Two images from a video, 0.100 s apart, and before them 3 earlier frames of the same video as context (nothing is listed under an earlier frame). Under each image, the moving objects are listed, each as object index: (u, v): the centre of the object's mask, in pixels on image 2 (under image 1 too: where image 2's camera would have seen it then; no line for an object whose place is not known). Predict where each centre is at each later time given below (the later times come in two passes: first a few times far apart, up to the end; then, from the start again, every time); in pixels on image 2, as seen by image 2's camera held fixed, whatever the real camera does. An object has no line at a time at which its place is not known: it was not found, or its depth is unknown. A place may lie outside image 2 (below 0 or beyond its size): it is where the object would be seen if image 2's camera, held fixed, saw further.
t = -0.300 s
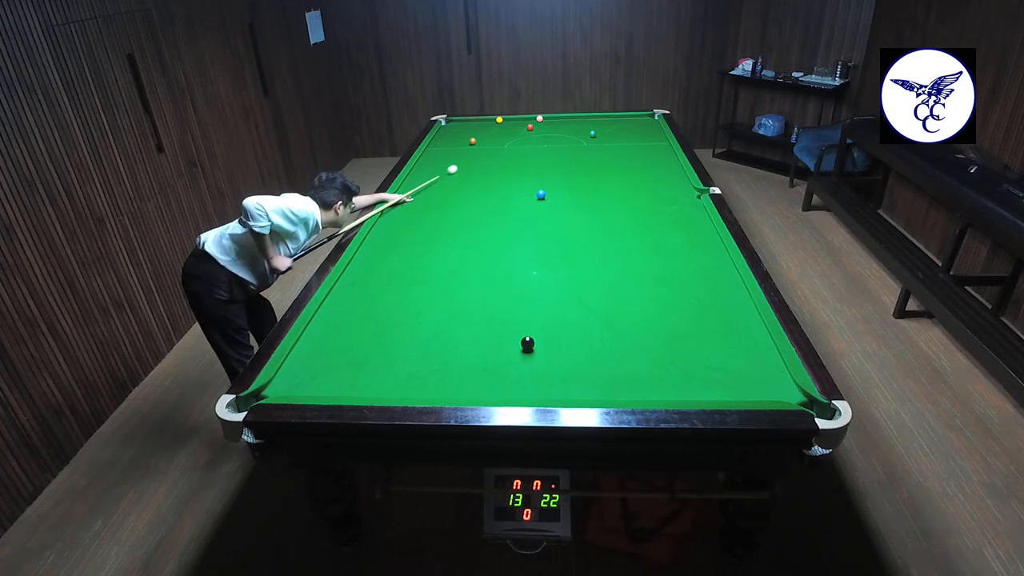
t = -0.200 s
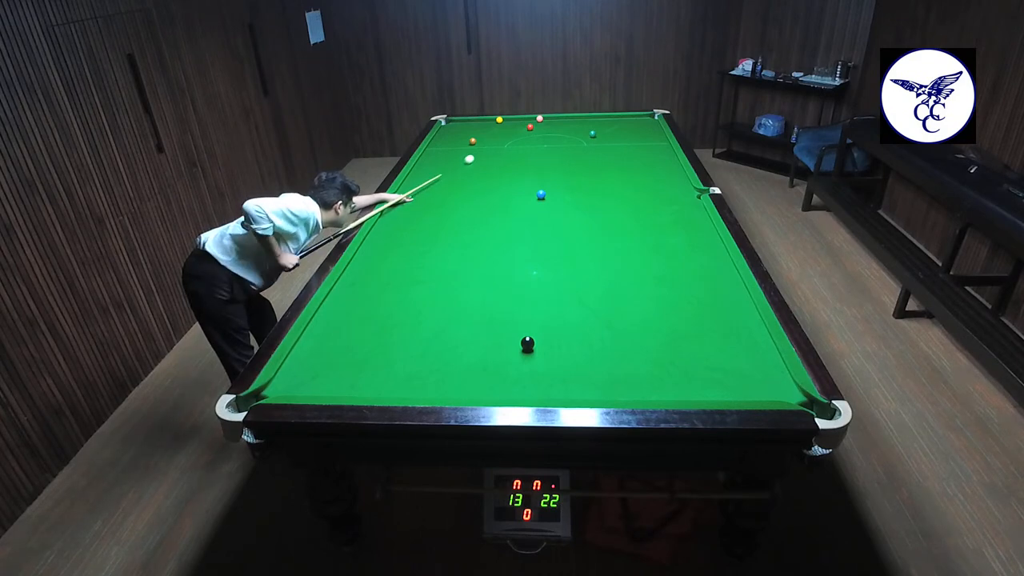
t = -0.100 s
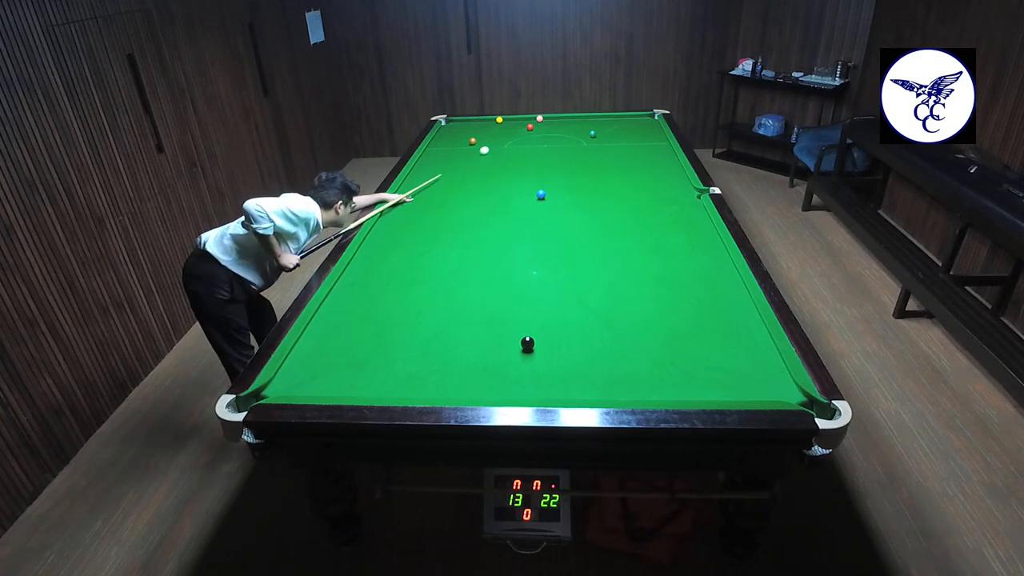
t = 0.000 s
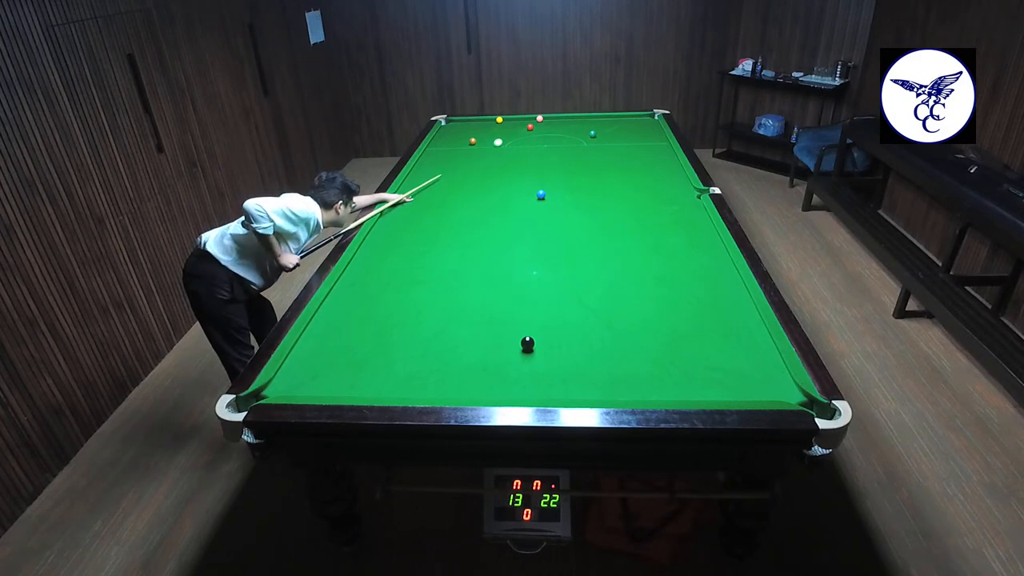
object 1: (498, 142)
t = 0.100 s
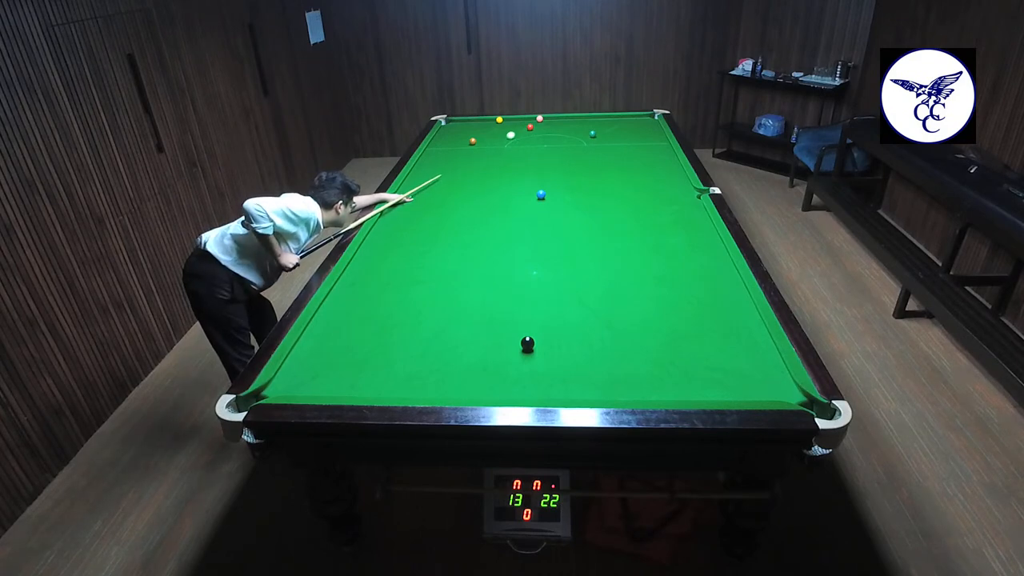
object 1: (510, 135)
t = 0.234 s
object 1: (522, 126)
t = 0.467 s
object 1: (520, 121)
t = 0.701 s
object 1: (515, 129)
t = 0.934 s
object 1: (511, 137)
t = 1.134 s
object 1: (506, 144)
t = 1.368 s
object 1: (501, 153)
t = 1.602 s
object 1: (496, 163)
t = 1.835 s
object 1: (490, 174)
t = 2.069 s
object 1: (485, 185)
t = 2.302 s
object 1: (478, 197)
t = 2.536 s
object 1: (471, 210)
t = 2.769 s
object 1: (464, 223)
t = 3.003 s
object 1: (456, 238)
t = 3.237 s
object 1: (448, 254)
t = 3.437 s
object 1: (441, 269)
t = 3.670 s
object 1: (432, 287)
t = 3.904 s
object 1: (422, 306)
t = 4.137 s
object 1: (412, 327)
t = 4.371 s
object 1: (401, 350)
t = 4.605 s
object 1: (389, 374)
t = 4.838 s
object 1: (382, 388)
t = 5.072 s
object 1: (387, 372)
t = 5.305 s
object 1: (393, 357)
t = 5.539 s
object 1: (398, 344)
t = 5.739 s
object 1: (402, 334)
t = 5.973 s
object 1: (406, 324)
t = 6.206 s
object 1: (410, 315)
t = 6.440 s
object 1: (413, 307)
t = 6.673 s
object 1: (416, 301)
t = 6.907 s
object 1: (419, 295)
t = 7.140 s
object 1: (422, 290)
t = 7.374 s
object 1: (424, 285)
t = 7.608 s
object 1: (425, 281)
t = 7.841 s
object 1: (426, 278)
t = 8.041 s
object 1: (427, 276)
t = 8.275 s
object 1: (428, 275)
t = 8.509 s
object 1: (428, 273)
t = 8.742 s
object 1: (429, 273)
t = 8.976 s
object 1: (429, 273)
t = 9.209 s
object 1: (429, 273)
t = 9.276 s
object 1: (429, 273)
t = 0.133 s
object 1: (514, 133)
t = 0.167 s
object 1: (518, 130)
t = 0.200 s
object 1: (522, 128)
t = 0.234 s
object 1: (522, 126)
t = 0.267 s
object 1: (521, 125)
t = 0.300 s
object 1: (521, 123)
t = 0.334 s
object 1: (521, 122)
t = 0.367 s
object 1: (521, 120)
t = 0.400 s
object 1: (521, 119)
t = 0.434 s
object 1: (520, 119)
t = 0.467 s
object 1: (520, 121)
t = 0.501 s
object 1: (519, 122)
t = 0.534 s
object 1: (518, 123)
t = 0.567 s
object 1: (518, 124)
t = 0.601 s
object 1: (517, 125)
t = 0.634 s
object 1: (516, 126)
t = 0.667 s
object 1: (516, 128)
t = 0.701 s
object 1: (515, 129)
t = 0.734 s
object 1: (514, 130)
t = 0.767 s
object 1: (514, 131)
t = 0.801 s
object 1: (513, 132)
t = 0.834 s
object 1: (512, 133)
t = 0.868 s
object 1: (512, 135)
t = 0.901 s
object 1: (511, 136)
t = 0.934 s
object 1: (511, 137)
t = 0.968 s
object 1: (510, 138)
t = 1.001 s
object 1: (509, 139)
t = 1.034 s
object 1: (508, 140)
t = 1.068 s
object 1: (508, 142)
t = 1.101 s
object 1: (507, 143)
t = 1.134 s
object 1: (506, 144)
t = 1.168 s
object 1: (506, 145)
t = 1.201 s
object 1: (505, 147)
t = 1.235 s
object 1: (504, 148)
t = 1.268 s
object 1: (504, 149)
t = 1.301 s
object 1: (503, 151)
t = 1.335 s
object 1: (502, 152)
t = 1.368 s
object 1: (501, 153)
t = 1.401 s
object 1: (501, 155)
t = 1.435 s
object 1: (500, 156)
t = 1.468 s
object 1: (499, 157)
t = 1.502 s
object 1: (498, 159)
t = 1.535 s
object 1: (498, 160)
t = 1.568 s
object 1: (497, 162)
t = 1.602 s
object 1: (496, 163)
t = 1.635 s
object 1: (495, 165)
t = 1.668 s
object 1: (494, 166)
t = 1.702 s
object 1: (494, 168)
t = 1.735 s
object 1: (493, 169)
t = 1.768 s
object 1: (492, 170)
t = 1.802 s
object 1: (491, 172)
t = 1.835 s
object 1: (490, 174)
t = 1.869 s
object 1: (490, 175)
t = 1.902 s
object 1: (489, 177)
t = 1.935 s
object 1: (488, 178)
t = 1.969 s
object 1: (487, 180)
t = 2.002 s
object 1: (486, 181)
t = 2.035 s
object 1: (485, 183)
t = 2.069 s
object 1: (485, 185)
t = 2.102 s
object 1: (484, 186)
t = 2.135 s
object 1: (483, 188)
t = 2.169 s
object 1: (482, 190)
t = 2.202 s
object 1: (481, 191)
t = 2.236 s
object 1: (480, 193)
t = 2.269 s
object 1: (479, 195)
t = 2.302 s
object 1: (478, 197)
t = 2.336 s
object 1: (477, 198)
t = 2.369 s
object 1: (476, 200)
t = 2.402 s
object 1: (475, 202)
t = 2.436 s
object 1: (474, 204)
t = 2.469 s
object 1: (473, 206)
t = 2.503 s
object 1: (472, 207)
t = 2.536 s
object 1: (471, 210)
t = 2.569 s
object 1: (470, 211)
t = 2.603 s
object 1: (469, 213)
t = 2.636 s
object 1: (468, 215)
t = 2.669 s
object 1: (467, 217)
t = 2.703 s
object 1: (466, 219)
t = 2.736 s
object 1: (465, 221)
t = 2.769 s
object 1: (464, 223)
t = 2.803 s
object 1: (463, 225)
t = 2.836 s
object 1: (462, 227)
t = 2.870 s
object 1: (461, 229)
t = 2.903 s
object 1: (460, 231)
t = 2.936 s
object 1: (459, 234)
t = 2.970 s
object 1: (457, 236)
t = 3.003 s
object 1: (456, 238)
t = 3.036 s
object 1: (455, 240)
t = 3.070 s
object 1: (454, 242)
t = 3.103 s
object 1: (453, 245)
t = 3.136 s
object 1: (452, 247)
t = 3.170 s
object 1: (451, 249)
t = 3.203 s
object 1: (449, 252)
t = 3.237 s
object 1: (448, 254)
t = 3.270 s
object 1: (447, 256)
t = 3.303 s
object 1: (446, 259)
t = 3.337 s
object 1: (445, 261)
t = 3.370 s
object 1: (443, 264)
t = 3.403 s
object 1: (442, 266)
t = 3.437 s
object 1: (441, 269)
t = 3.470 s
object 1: (440, 271)
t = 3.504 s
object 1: (439, 274)
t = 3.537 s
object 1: (437, 276)
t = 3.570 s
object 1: (436, 279)
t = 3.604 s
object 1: (435, 281)
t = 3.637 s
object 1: (433, 284)
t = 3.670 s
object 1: (432, 287)
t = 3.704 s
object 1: (431, 289)
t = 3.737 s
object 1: (429, 292)
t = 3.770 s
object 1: (428, 295)
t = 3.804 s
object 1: (426, 298)
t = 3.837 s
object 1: (425, 301)
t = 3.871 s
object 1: (423, 303)
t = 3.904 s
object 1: (422, 306)
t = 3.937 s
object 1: (421, 309)
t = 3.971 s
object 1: (419, 312)
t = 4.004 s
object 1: (418, 315)
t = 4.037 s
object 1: (416, 318)
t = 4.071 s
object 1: (415, 321)
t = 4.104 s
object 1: (413, 324)
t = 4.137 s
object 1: (412, 327)
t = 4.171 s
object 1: (410, 330)
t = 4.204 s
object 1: (409, 334)
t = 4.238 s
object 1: (407, 337)
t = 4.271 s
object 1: (406, 340)
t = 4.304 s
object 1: (404, 343)
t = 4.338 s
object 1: (402, 347)
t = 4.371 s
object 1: (401, 350)
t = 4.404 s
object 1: (399, 354)
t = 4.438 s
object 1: (398, 357)
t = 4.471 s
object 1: (396, 360)
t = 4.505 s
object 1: (394, 364)
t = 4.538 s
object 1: (393, 367)
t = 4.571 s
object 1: (391, 371)
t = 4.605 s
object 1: (389, 374)
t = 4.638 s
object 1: (387, 378)
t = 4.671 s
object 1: (386, 382)
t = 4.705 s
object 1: (384, 385)
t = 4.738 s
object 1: (382, 388)
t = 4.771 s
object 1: (381, 390)
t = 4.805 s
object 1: (380, 390)
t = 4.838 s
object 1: (382, 388)
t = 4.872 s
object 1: (382, 387)
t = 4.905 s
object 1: (383, 384)
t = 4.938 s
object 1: (384, 382)
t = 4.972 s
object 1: (385, 379)
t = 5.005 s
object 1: (386, 377)
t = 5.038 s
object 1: (387, 374)
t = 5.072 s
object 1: (387, 372)
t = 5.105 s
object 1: (388, 370)
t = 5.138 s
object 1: (389, 368)
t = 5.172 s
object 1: (390, 366)
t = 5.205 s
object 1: (391, 364)
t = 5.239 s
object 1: (391, 361)
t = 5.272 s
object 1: (392, 359)
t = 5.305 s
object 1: (393, 357)
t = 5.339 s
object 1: (394, 355)
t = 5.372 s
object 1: (394, 353)
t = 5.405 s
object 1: (395, 352)
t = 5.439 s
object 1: (396, 350)
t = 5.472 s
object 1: (397, 348)
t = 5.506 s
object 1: (397, 346)
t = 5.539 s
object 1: (398, 344)
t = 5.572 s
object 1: (399, 342)
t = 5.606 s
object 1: (399, 341)
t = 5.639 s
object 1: (400, 339)
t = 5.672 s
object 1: (401, 338)
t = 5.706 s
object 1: (401, 336)
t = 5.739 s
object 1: (402, 334)
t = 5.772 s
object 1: (402, 333)
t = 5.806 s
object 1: (403, 331)
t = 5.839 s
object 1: (404, 330)
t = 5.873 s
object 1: (404, 328)
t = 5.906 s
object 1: (405, 327)
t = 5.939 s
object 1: (405, 325)
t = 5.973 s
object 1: (406, 324)
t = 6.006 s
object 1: (407, 323)
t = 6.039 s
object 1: (407, 321)
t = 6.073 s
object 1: (407, 320)
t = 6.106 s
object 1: (408, 319)
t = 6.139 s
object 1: (408, 318)
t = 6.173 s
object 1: (409, 316)
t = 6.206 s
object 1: (410, 315)
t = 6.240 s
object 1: (410, 314)
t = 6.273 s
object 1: (411, 313)
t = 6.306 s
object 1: (411, 312)
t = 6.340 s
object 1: (411, 311)
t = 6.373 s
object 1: (412, 310)
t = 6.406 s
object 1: (412, 309)
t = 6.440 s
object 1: (413, 307)
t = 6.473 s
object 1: (413, 307)
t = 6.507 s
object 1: (414, 306)
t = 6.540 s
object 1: (414, 305)
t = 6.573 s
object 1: (415, 304)
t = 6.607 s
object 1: (415, 302)
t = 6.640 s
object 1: (416, 301)
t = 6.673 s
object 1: (416, 301)
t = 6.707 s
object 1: (417, 300)
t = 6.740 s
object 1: (417, 299)
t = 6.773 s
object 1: (418, 298)
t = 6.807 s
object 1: (418, 297)
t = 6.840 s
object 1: (418, 296)
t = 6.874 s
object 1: (419, 295)
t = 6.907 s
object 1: (419, 295)
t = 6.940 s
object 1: (420, 294)
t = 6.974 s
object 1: (420, 293)
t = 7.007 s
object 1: (420, 292)
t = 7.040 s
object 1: (421, 292)
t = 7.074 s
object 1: (421, 291)
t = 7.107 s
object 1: (421, 290)
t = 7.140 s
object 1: (422, 290)
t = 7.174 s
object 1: (422, 289)
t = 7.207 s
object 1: (422, 288)
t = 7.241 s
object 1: (423, 288)
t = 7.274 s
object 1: (423, 287)
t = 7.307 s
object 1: (423, 286)
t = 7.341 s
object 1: (424, 286)
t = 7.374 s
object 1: (424, 285)
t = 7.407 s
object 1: (424, 285)
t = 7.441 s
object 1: (424, 284)
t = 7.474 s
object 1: (424, 283)
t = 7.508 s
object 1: (425, 283)
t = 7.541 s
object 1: (425, 282)
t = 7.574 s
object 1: (425, 282)
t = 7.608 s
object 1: (425, 281)
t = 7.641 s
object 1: (425, 281)
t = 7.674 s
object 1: (425, 281)
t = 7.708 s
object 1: (426, 280)
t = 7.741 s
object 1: (426, 280)
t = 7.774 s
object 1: (426, 279)
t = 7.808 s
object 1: (426, 279)
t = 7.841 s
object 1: (426, 278)
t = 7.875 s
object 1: (427, 278)
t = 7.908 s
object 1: (427, 278)
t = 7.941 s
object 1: (427, 277)
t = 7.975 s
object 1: (427, 277)
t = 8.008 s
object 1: (427, 277)
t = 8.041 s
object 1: (427, 276)
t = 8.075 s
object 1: (427, 276)
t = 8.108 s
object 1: (427, 276)
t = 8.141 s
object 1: (427, 275)
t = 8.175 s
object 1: (428, 275)
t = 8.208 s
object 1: (428, 275)
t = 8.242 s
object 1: (428, 275)
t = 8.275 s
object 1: (428, 275)
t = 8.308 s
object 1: (428, 274)
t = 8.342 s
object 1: (428, 274)
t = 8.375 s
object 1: (428, 274)
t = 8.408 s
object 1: (428, 274)
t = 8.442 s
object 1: (428, 274)
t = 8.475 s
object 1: (428, 273)
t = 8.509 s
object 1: (428, 273)
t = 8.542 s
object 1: (428, 273)
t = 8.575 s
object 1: (428, 273)
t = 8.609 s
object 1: (429, 273)
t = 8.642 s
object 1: (429, 273)
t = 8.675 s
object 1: (429, 273)
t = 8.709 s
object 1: (429, 273)
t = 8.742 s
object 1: (429, 273)
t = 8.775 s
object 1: (429, 273)
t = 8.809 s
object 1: (429, 273)
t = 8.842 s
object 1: (429, 273)
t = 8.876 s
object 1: (429, 273)
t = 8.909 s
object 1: (429, 272)
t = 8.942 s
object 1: (429, 273)
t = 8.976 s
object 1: (429, 273)
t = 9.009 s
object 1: (429, 273)
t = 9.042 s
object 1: (429, 273)
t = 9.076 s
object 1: (429, 273)
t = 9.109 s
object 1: (429, 273)
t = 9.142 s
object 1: (429, 273)
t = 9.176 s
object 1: (429, 273)
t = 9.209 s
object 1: (429, 273)
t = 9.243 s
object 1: (429, 273)
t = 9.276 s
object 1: (429, 273)
